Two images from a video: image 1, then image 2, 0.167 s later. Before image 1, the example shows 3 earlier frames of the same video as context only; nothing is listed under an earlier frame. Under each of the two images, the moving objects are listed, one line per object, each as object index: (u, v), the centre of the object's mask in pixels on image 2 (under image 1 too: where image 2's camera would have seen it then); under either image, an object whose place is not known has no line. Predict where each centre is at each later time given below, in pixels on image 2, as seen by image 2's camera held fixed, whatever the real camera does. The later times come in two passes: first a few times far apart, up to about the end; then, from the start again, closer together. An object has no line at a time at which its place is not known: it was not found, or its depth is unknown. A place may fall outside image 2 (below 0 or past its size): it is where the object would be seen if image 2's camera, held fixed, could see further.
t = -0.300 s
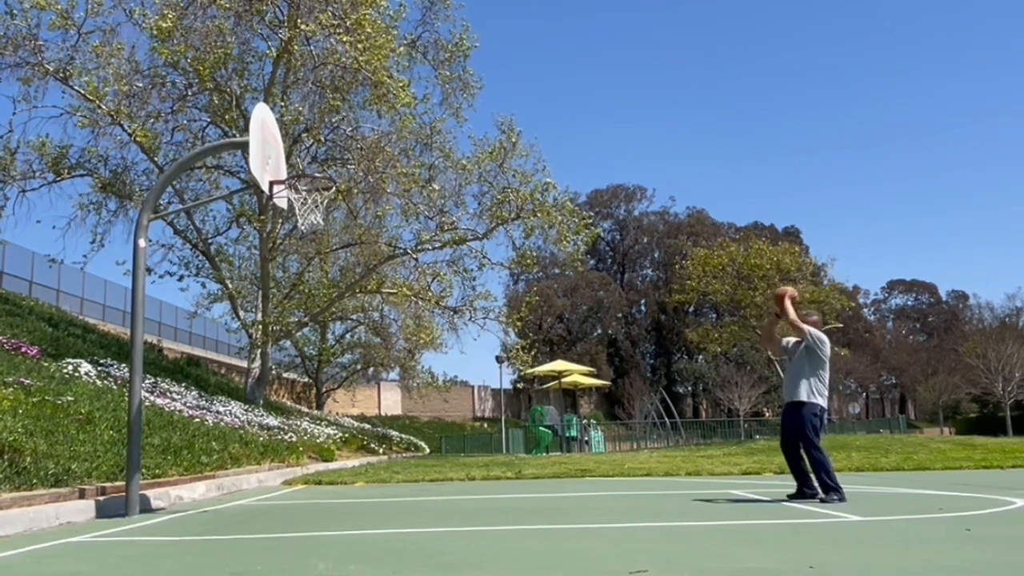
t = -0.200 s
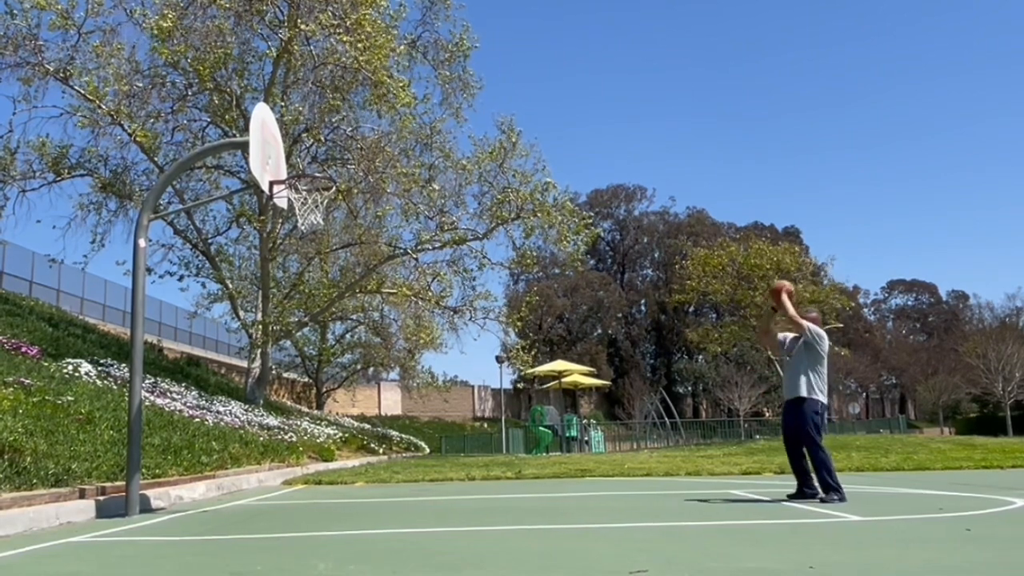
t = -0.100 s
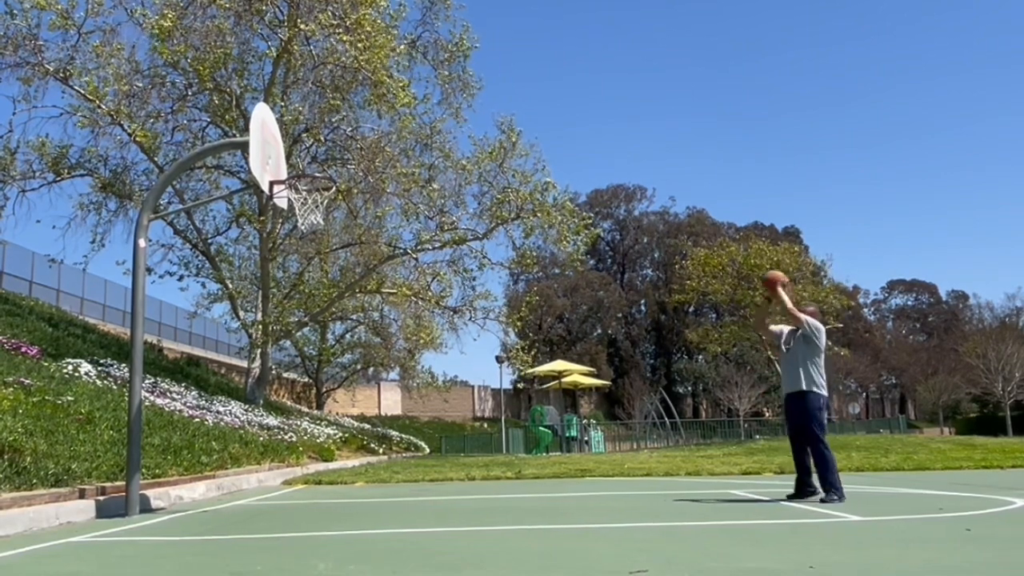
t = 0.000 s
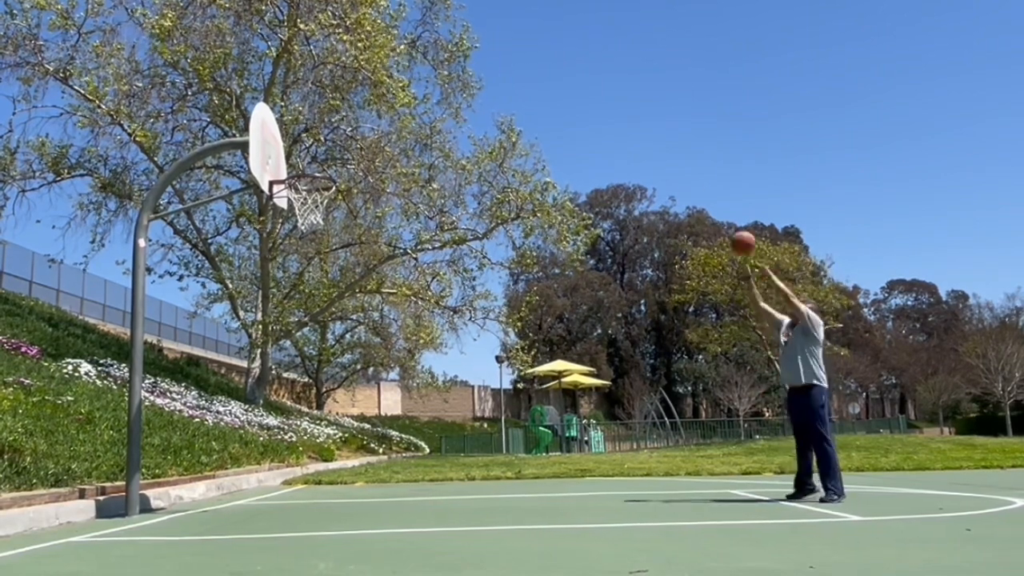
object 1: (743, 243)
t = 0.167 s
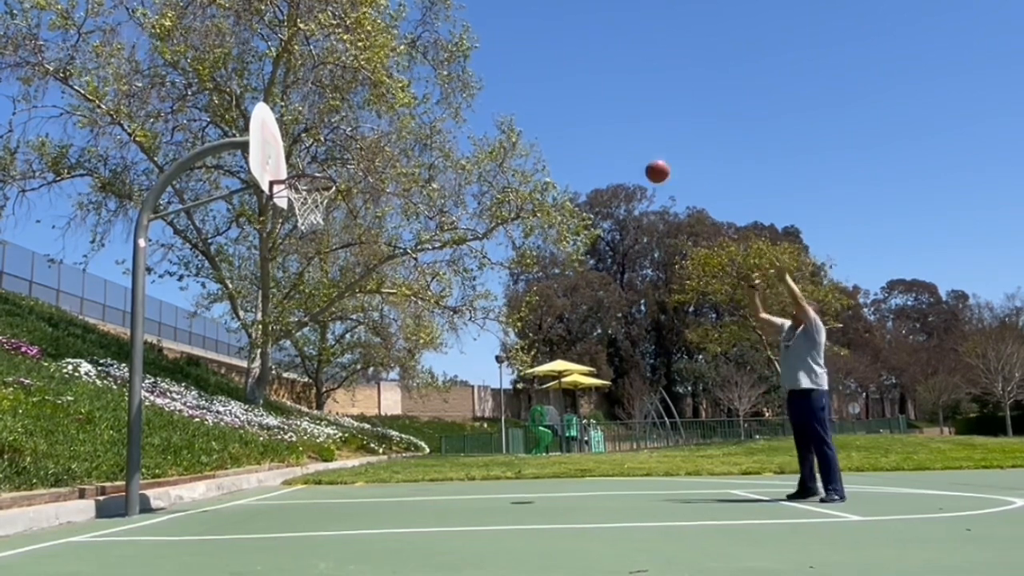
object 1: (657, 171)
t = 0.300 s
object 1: (592, 135)
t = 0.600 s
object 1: (452, 114)
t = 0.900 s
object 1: (318, 179)
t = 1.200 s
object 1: (294, 246)
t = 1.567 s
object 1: (297, 466)
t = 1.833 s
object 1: (343, 359)
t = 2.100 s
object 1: (396, 251)
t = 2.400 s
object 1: (460, 233)
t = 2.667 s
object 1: (524, 318)
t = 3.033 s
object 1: (618, 432)
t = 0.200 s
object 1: (640, 160)
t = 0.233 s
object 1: (624, 151)
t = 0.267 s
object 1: (608, 142)
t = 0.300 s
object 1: (592, 135)
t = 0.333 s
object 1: (576, 128)
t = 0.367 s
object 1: (560, 123)
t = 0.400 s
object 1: (544, 118)
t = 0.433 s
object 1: (528, 115)
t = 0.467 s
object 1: (513, 112)
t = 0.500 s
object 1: (498, 111)
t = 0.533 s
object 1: (483, 111)
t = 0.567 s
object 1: (467, 112)
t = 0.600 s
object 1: (452, 114)
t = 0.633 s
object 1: (437, 117)
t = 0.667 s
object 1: (422, 121)
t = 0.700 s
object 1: (406, 126)
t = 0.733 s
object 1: (391, 132)
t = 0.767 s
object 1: (376, 139)
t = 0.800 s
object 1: (360, 147)
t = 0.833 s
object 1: (345, 156)
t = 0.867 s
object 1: (331, 166)
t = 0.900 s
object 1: (318, 179)
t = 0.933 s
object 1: (302, 190)
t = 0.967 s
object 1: (292, 200)
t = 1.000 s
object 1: (293, 205)
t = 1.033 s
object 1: (293, 210)
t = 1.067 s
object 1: (293, 215)
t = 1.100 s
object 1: (293, 220)
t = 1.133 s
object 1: (294, 227)
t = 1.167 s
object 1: (294, 236)
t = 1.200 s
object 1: (294, 246)
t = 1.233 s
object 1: (295, 259)
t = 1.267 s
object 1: (295, 272)
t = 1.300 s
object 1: (296, 287)
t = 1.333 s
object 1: (296, 302)
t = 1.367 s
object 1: (296, 320)
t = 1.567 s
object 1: (297, 466)
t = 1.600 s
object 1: (297, 497)
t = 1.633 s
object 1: (301, 501)
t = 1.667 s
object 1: (307, 474)
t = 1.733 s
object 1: (322, 424)
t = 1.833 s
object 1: (343, 359)
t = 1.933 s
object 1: (362, 308)
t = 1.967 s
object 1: (369, 294)
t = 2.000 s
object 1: (375, 281)
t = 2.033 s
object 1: (383, 270)
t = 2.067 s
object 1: (389, 260)
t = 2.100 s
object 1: (396, 251)
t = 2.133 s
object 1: (403, 244)
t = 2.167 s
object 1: (409, 238)
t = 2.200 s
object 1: (417, 232)
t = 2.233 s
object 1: (423, 229)
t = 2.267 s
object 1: (431, 227)
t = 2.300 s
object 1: (438, 226)
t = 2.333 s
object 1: (445, 228)
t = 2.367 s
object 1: (452, 230)
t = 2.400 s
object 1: (460, 233)
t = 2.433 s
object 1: (467, 238)
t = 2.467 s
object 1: (475, 245)
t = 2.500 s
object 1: (483, 253)
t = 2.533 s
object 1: (490, 263)
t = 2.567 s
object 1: (499, 274)
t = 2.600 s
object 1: (507, 287)
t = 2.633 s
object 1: (516, 302)
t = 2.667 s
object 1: (524, 318)
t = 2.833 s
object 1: (569, 430)
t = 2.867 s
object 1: (579, 458)
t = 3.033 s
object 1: (618, 432)
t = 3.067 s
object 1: (625, 408)
